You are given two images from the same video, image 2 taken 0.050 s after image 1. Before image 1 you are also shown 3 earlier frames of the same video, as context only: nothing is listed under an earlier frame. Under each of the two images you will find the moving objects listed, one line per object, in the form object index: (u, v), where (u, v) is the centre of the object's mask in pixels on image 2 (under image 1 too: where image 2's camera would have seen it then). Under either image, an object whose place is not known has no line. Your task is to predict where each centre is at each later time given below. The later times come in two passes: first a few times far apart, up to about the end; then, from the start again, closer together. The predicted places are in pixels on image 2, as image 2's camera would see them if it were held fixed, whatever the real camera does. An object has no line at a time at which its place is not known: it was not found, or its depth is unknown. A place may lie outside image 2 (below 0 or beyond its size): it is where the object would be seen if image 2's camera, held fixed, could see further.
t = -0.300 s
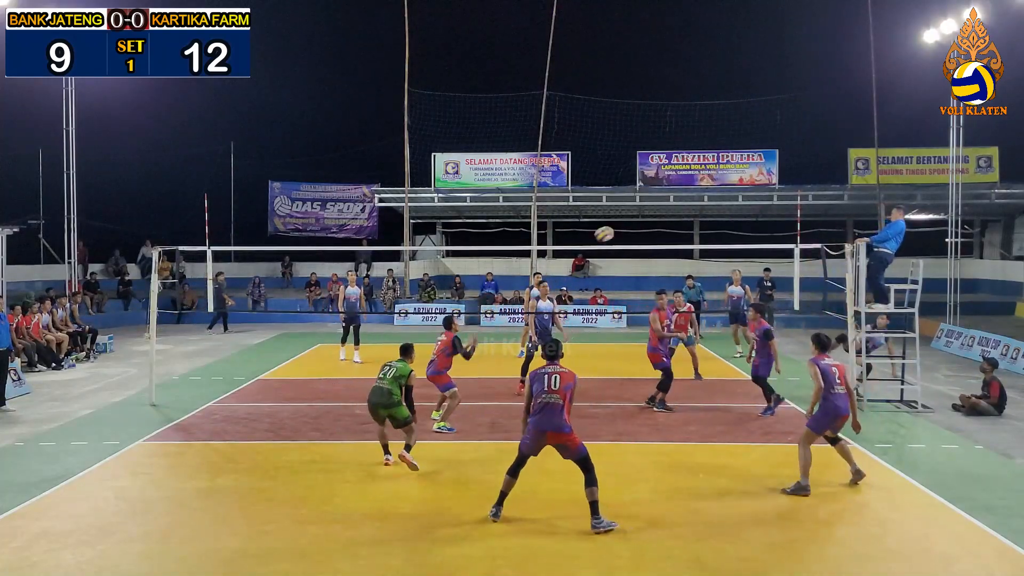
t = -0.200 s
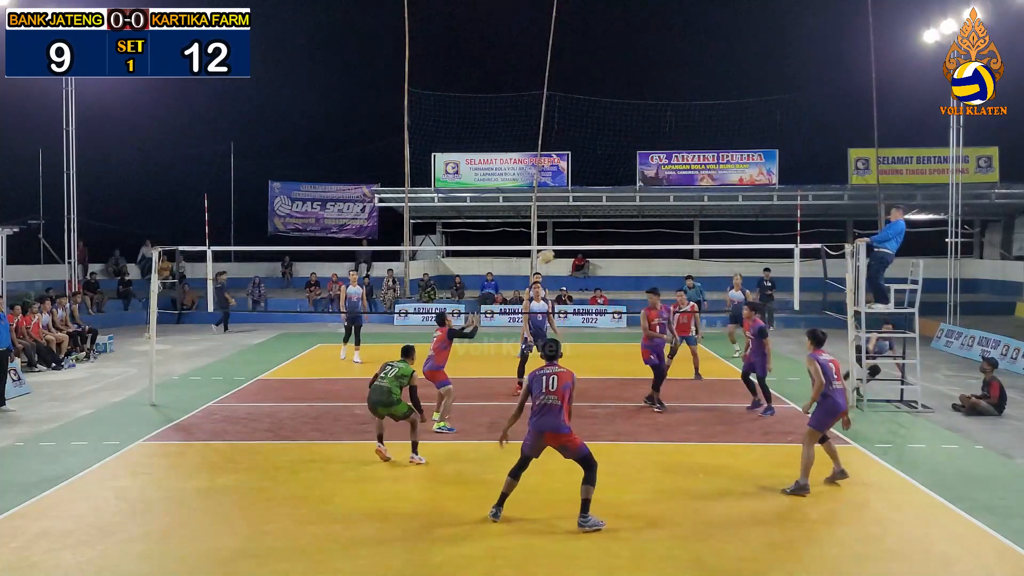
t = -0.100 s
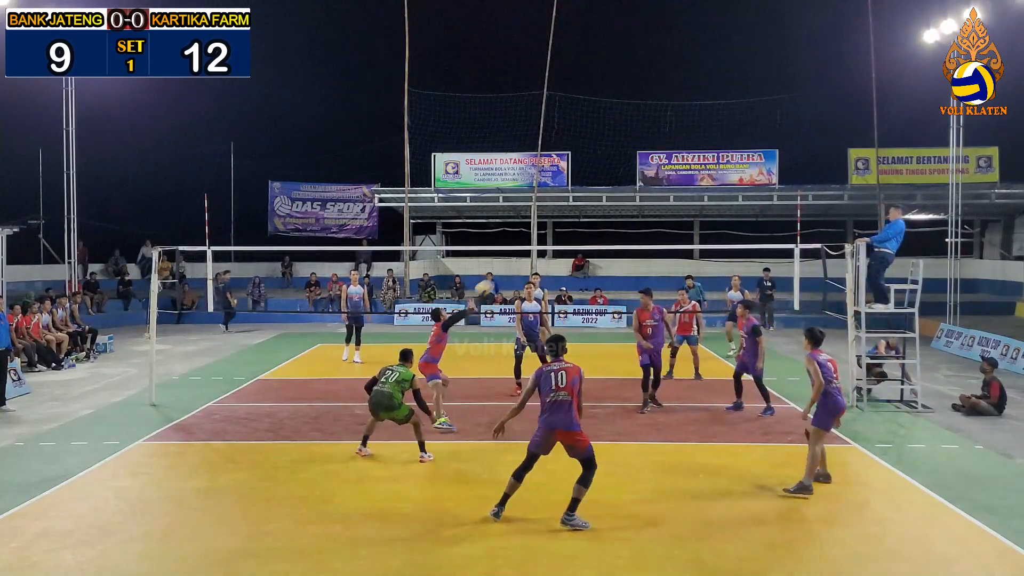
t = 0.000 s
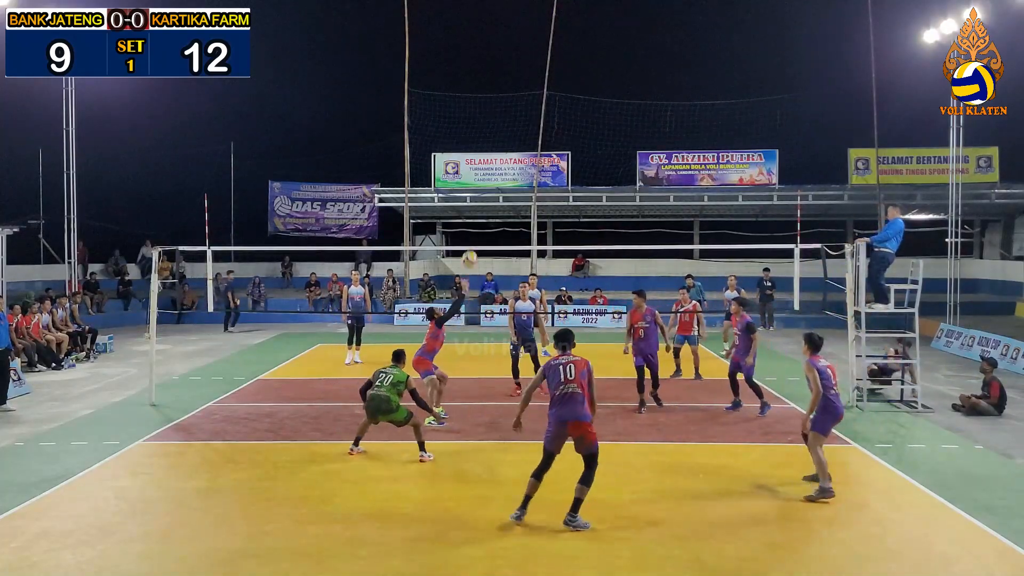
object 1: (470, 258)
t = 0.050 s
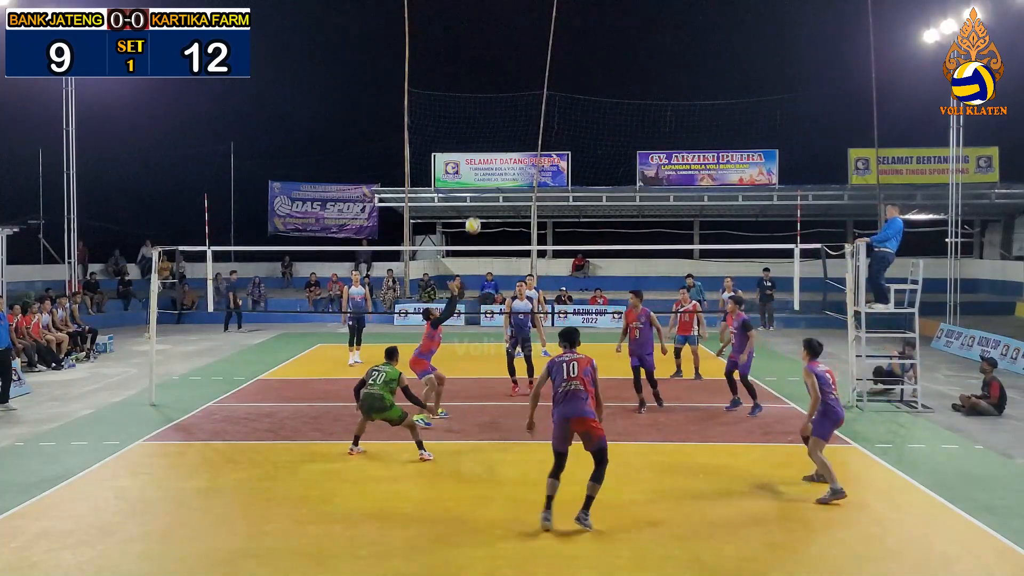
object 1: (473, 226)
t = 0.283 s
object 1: (484, 135)
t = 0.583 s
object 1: (501, 65)
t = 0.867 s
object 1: (516, 56)
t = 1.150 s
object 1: (533, 107)
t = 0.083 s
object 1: (474, 217)
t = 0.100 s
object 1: (474, 210)
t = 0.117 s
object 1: (475, 203)
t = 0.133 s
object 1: (476, 195)
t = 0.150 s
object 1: (477, 188)
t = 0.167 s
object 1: (478, 181)
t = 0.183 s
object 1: (479, 173)
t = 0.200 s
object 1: (480, 167)
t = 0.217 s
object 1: (480, 159)
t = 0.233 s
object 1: (481, 152)
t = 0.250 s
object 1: (482, 146)
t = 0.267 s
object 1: (483, 141)
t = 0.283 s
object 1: (484, 135)
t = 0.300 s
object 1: (485, 130)
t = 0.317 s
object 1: (486, 124)
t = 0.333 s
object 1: (487, 119)
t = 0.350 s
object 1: (488, 114)
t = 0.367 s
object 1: (489, 110)
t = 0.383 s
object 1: (490, 105)
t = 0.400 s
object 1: (491, 101)
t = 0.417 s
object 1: (492, 96)
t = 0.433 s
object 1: (493, 92)
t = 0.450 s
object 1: (494, 89)
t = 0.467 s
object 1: (494, 85)
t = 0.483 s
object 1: (495, 81)
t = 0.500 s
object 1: (496, 78)
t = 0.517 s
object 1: (497, 75)
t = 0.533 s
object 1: (498, 72)
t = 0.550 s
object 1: (499, 70)
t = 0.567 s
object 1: (500, 67)
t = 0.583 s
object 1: (501, 65)
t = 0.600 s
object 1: (501, 63)
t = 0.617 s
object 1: (503, 61)
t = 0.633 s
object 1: (503, 59)
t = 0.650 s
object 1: (504, 58)
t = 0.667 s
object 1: (505, 56)
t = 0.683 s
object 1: (506, 55)
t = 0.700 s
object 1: (507, 54)
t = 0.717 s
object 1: (508, 53)
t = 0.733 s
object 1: (509, 53)
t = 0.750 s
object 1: (510, 52)
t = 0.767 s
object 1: (511, 52)
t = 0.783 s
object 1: (512, 52)
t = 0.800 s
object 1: (513, 53)
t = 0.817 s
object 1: (513, 53)
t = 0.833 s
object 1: (515, 54)
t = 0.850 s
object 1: (515, 55)
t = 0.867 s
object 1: (516, 56)
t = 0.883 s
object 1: (517, 57)
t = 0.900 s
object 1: (518, 58)
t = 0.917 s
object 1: (519, 60)
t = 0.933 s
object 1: (520, 62)
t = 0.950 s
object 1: (521, 63)
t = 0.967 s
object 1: (521, 66)
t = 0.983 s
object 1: (523, 68)
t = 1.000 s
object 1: (523, 71)
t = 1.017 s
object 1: (524, 74)
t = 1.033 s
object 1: (525, 77)
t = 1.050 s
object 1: (526, 80)
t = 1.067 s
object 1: (528, 87)
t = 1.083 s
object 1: (529, 90)
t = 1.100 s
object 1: (530, 95)
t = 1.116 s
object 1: (531, 99)
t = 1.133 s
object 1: (532, 103)
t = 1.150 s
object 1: (533, 107)
